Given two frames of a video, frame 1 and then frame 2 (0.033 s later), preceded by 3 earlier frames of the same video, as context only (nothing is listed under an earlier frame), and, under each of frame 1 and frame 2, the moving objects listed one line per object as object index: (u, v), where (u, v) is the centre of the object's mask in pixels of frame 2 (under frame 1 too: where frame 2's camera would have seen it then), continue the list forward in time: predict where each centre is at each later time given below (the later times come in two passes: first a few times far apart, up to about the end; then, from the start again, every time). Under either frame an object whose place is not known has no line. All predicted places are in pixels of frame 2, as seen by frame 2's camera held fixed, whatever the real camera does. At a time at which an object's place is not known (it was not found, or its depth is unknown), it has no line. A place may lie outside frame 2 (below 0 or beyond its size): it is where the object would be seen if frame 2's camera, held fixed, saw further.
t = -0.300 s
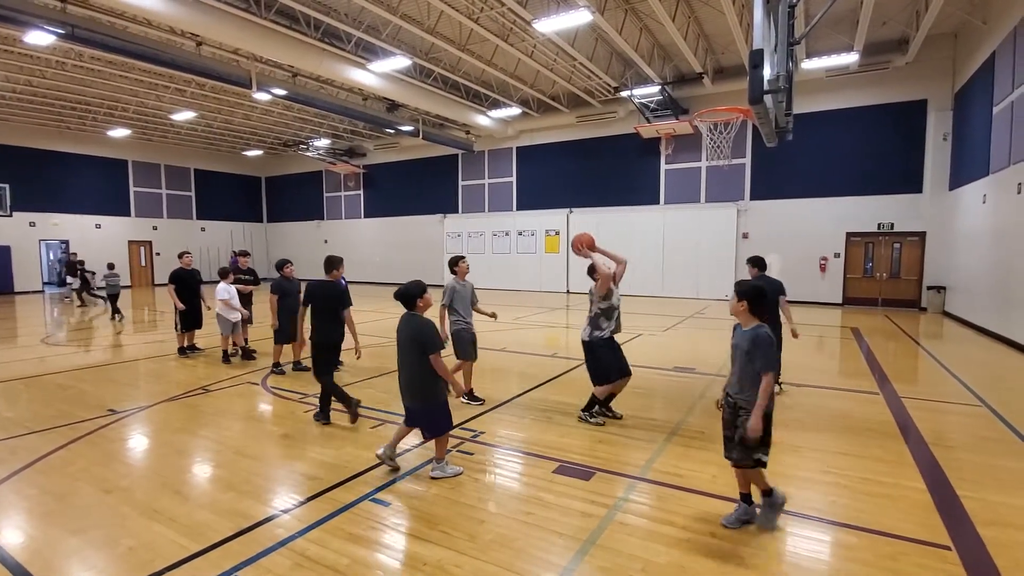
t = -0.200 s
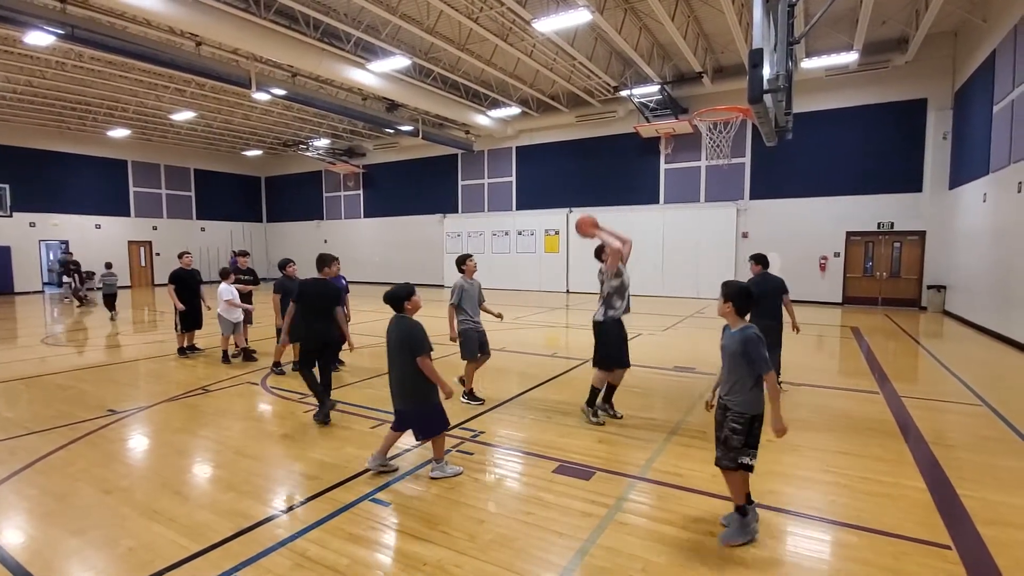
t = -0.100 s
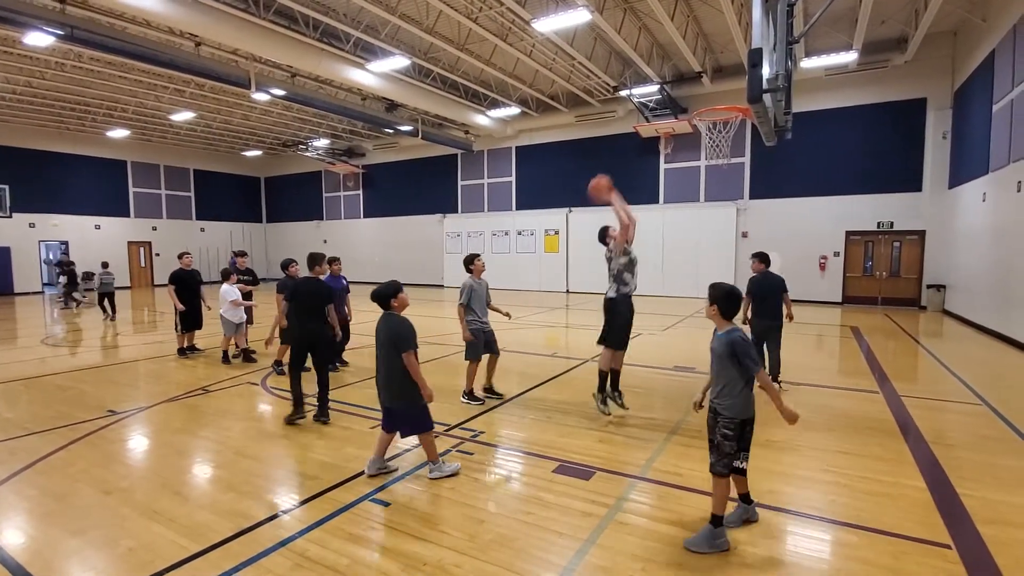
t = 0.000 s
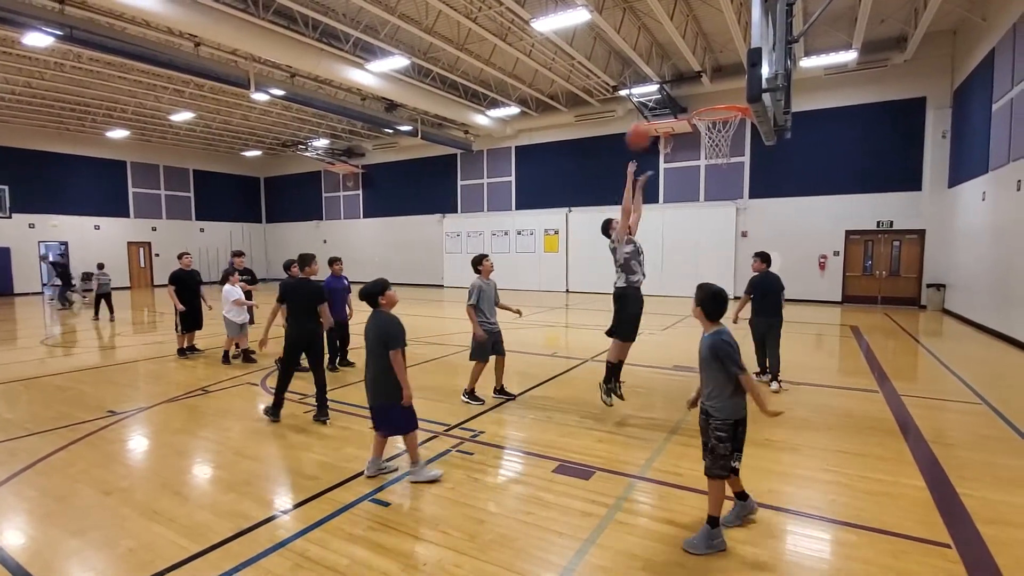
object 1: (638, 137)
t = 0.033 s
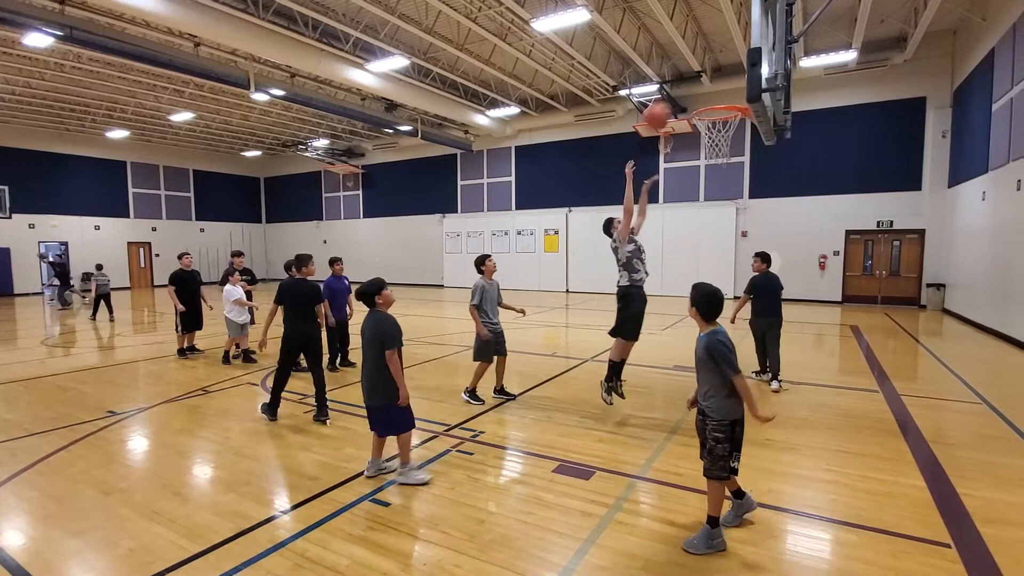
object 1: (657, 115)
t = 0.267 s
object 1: (712, 43)
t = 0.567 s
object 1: (597, 100)
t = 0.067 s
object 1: (673, 100)
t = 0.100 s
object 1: (690, 84)
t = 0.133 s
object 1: (707, 69)
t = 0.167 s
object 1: (724, 55)
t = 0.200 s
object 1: (738, 44)
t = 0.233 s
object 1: (726, 42)
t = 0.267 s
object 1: (712, 43)
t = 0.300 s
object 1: (699, 45)
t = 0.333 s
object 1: (684, 48)
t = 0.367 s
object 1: (671, 53)
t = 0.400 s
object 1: (656, 58)
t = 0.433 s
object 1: (645, 64)
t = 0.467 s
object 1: (630, 73)
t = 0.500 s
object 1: (621, 80)
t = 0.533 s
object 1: (607, 91)
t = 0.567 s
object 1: (597, 100)
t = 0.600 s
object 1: (587, 110)
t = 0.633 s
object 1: (575, 123)
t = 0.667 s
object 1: (564, 136)
